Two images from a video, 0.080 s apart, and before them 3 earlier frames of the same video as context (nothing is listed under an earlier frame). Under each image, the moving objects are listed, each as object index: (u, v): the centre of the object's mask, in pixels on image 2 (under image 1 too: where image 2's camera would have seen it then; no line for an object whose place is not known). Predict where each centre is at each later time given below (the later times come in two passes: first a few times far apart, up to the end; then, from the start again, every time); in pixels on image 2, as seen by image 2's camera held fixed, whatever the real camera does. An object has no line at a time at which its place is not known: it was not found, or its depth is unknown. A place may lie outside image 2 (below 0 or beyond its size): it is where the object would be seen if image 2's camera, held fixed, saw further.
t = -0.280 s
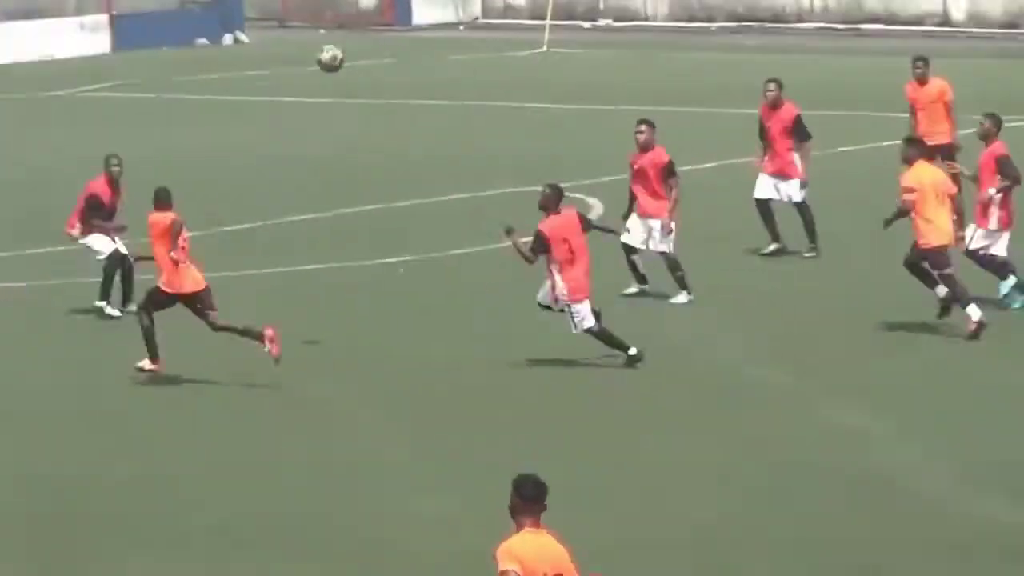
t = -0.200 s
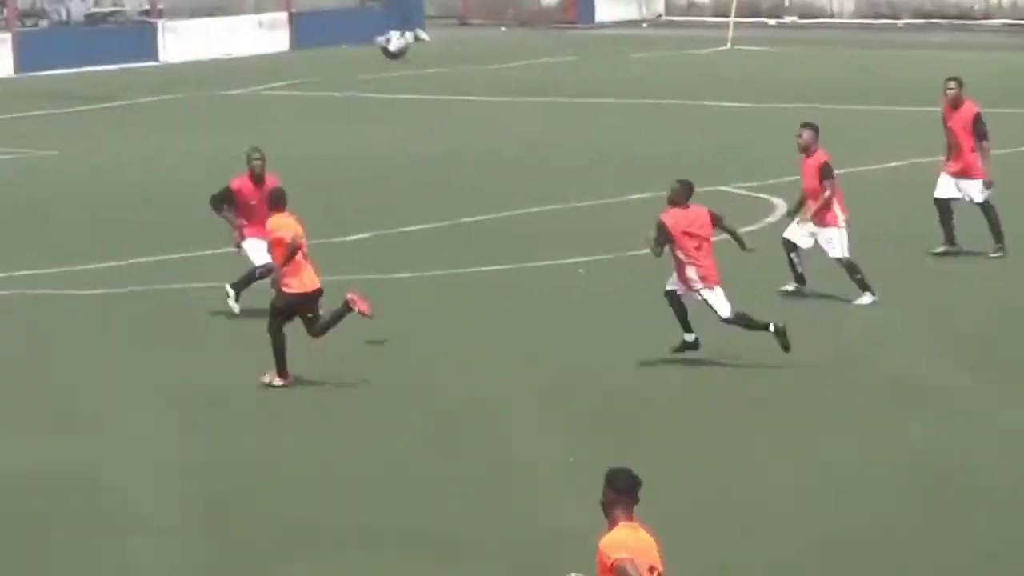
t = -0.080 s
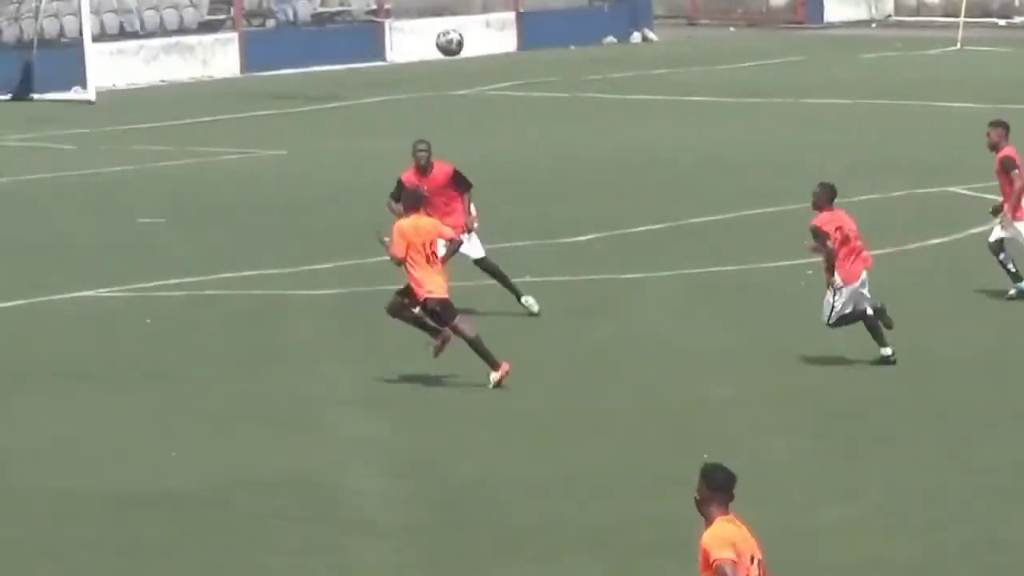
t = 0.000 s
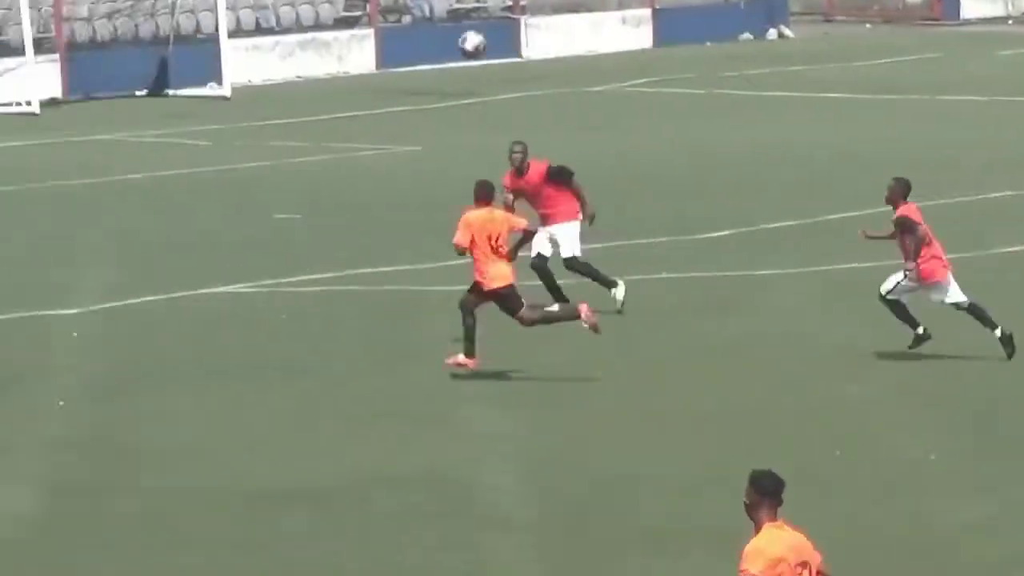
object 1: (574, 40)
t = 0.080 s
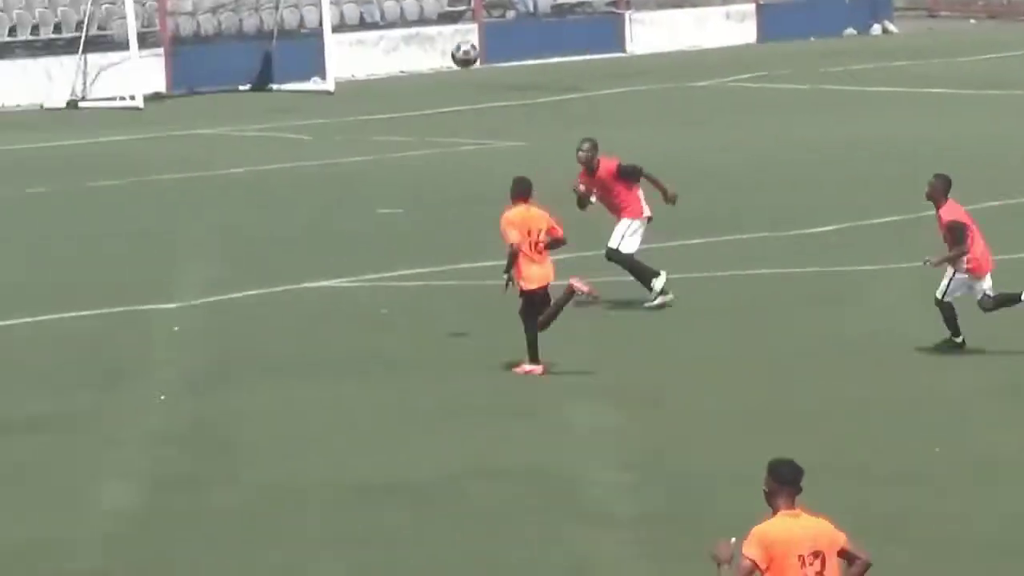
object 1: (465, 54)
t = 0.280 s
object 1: (196, 117)
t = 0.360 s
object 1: (90, 155)
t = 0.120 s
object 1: (410, 64)
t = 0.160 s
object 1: (356, 75)
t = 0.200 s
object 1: (303, 87)
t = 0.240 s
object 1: (249, 100)
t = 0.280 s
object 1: (196, 117)
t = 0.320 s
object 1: (144, 135)
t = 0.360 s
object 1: (90, 155)
